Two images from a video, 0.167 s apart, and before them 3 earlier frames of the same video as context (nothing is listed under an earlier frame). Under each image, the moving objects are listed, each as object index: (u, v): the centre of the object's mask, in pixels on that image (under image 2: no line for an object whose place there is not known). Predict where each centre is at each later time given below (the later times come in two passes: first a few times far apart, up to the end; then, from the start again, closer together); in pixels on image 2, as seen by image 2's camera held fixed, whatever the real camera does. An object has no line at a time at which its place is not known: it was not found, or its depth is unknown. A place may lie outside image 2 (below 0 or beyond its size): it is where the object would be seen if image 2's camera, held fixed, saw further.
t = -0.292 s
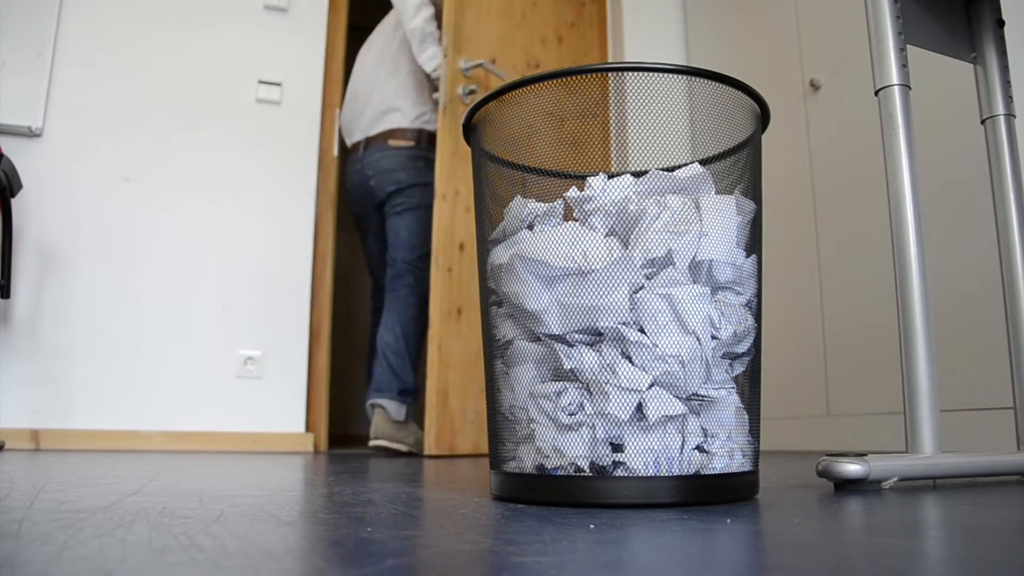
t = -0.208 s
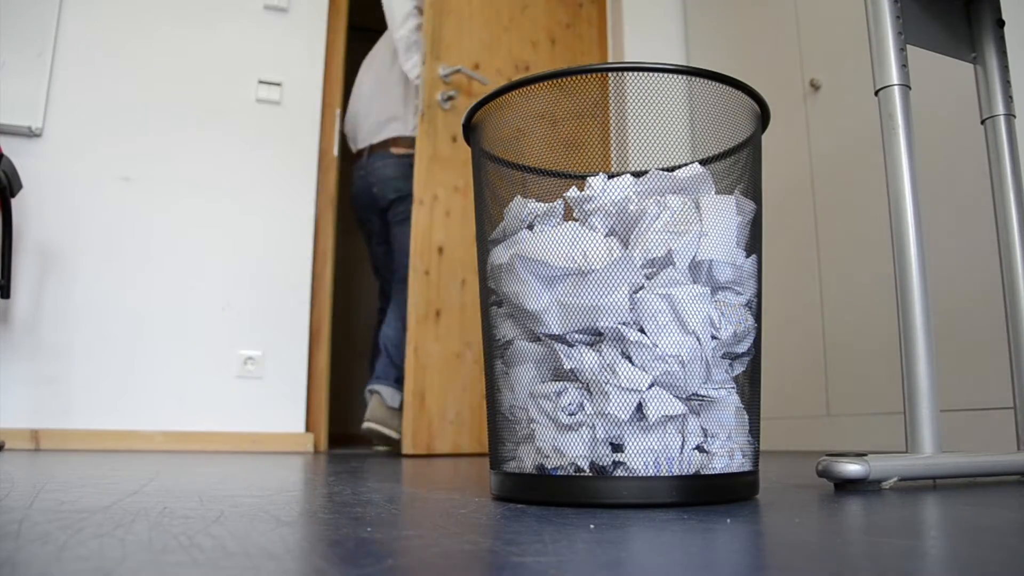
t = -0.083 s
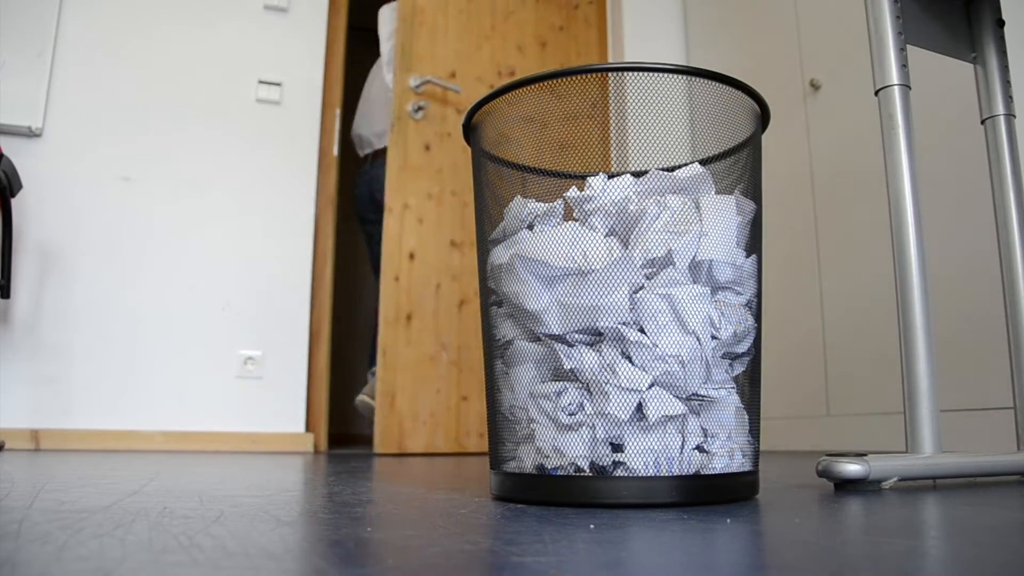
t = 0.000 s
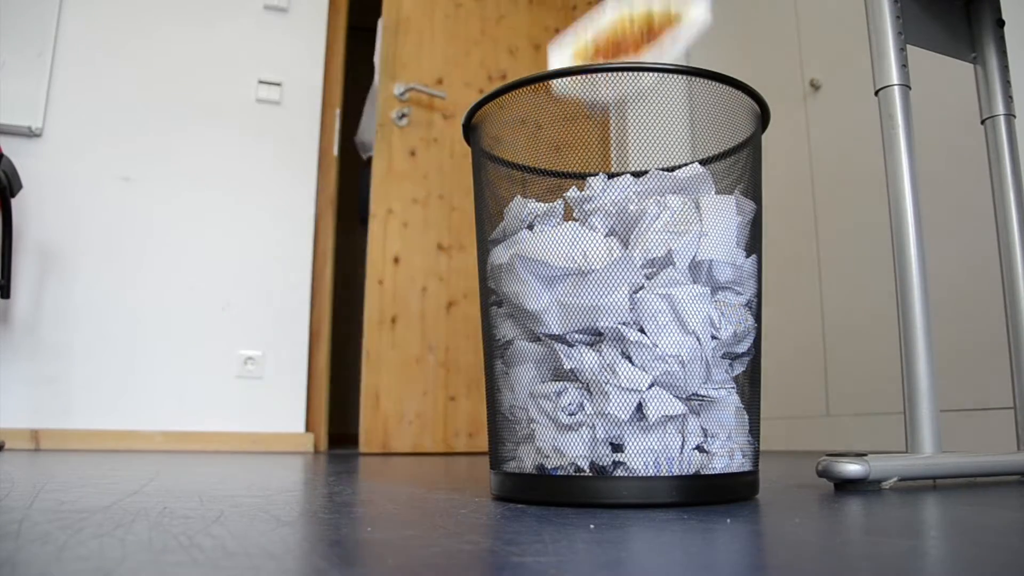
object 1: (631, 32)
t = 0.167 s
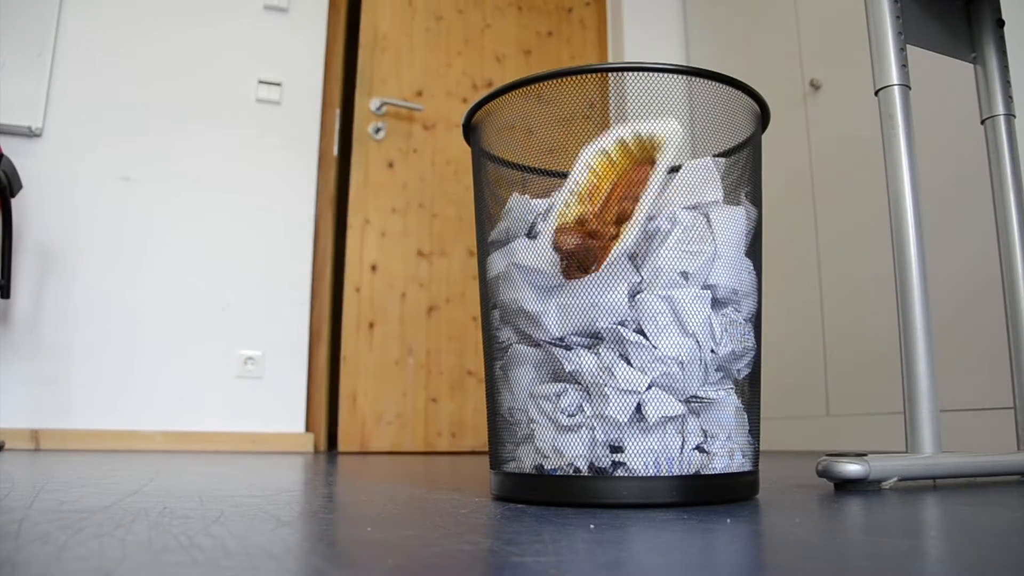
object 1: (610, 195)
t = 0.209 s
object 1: (602, 180)
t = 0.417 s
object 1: (631, 214)
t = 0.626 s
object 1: (629, 213)
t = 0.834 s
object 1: (629, 213)
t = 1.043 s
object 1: (629, 214)
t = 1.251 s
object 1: (629, 214)
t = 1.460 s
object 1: (628, 215)
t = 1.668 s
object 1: (629, 214)
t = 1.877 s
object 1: (629, 214)
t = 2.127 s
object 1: (629, 214)
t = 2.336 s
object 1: (629, 214)
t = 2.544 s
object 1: (629, 214)
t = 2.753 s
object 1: (629, 214)
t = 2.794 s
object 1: (629, 214)
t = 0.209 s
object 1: (602, 180)
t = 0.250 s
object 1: (596, 183)
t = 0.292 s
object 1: (598, 192)
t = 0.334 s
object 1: (615, 198)
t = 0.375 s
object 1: (627, 209)
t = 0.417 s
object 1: (631, 214)
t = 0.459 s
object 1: (629, 212)
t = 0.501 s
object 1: (629, 212)
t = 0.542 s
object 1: (630, 213)
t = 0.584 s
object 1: (629, 213)
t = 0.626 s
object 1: (629, 213)
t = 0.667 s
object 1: (629, 213)
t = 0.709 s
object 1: (629, 213)
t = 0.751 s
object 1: (629, 213)
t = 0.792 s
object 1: (629, 213)
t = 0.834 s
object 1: (629, 213)
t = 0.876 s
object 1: (629, 213)
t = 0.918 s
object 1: (629, 213)
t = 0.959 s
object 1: (629, 213)
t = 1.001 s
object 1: (629, 214)
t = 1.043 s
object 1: (629, 214)
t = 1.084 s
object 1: (629, 214)
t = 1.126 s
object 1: (629, 214)
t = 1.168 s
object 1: (629, 214)
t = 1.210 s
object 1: (628, 214)
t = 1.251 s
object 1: (629, 214)
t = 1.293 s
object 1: (629, 214)
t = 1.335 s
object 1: (629, 214)
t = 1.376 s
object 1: (628, 214)
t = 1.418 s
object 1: (629, 214)
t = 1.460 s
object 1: (628, 215)
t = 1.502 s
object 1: (629, 214)
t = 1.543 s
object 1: (628, 215)
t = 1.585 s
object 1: (629, 214)
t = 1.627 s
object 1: (629, 213)
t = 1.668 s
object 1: (629, 214)
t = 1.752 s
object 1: (629, 214)
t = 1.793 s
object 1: (629, 214)
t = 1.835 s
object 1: (629, 214)
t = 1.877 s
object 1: (629, 214)
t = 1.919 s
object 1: (629, 214)
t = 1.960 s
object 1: (629, 214)
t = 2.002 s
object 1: (629, 214)
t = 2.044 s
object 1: (629, 214)
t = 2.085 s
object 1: (629, 214)
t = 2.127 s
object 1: (629, 214)
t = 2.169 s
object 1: (629, 214)
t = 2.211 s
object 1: (629, 214)
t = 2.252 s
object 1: (629, 214)
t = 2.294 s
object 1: (629, 214)
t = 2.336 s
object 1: (629, 214)
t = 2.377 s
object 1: (629, 214)
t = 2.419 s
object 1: (629, 214)
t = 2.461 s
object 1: (629, 214)
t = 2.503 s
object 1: (629, 214)
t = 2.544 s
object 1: (629, 214)
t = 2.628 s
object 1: (629, 214)
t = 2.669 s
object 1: (629, 214)
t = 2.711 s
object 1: (629, 214)
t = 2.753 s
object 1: (629, 214)
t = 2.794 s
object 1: (629, 214)
